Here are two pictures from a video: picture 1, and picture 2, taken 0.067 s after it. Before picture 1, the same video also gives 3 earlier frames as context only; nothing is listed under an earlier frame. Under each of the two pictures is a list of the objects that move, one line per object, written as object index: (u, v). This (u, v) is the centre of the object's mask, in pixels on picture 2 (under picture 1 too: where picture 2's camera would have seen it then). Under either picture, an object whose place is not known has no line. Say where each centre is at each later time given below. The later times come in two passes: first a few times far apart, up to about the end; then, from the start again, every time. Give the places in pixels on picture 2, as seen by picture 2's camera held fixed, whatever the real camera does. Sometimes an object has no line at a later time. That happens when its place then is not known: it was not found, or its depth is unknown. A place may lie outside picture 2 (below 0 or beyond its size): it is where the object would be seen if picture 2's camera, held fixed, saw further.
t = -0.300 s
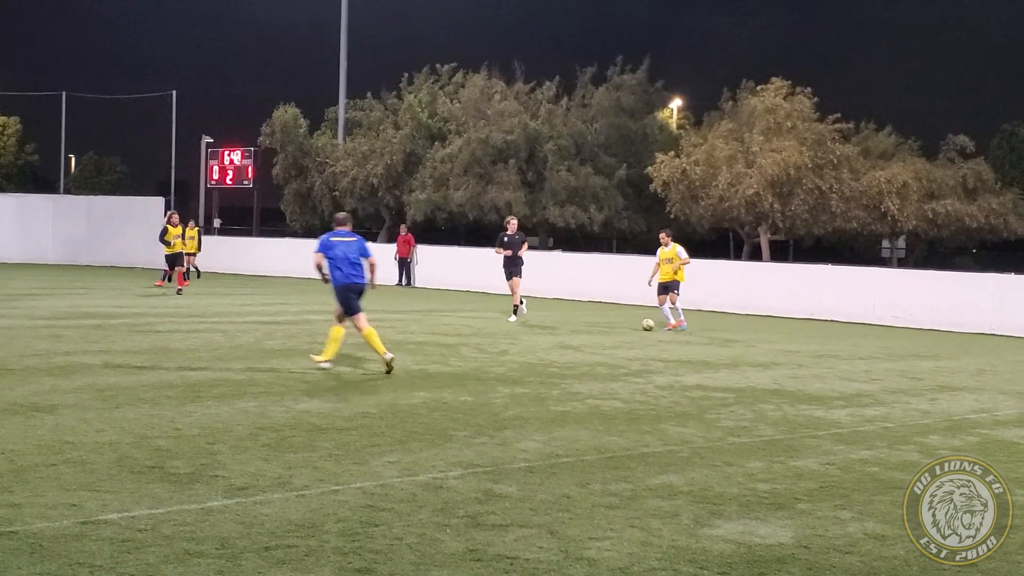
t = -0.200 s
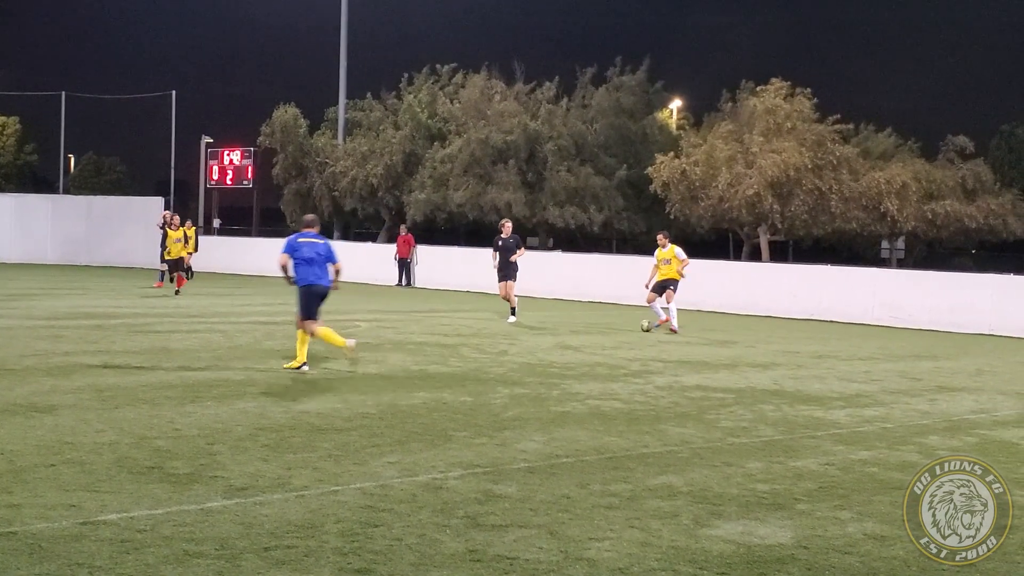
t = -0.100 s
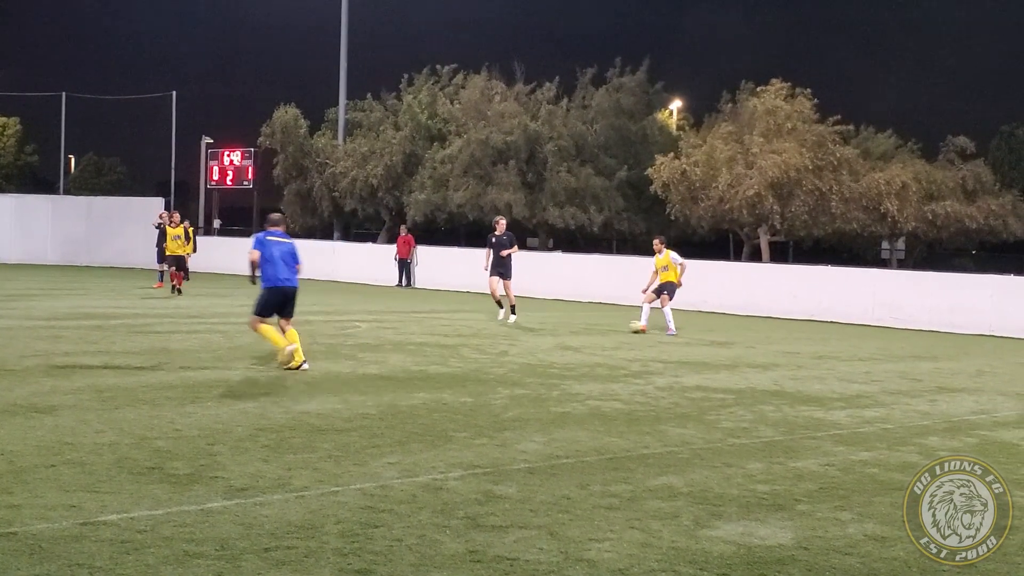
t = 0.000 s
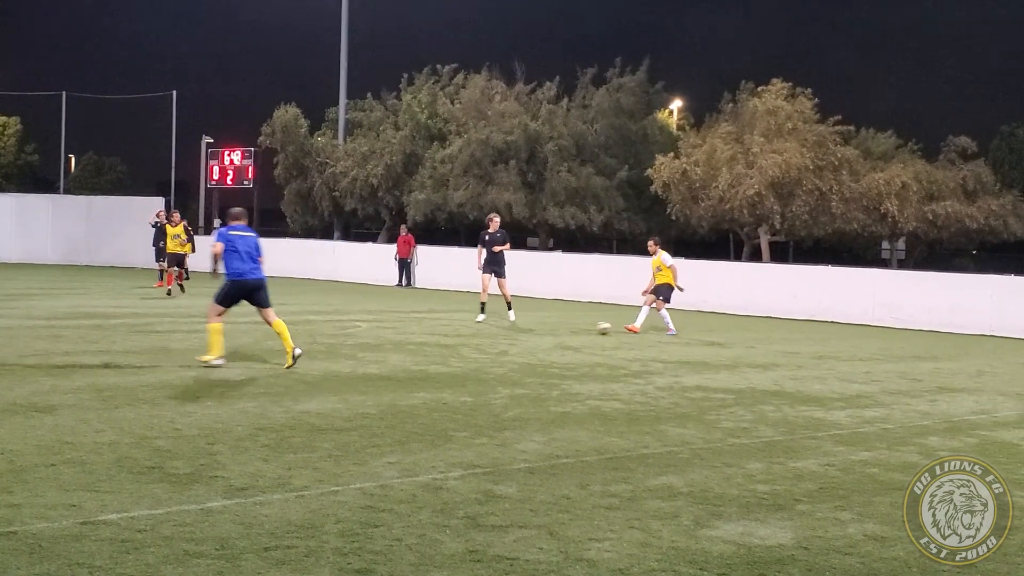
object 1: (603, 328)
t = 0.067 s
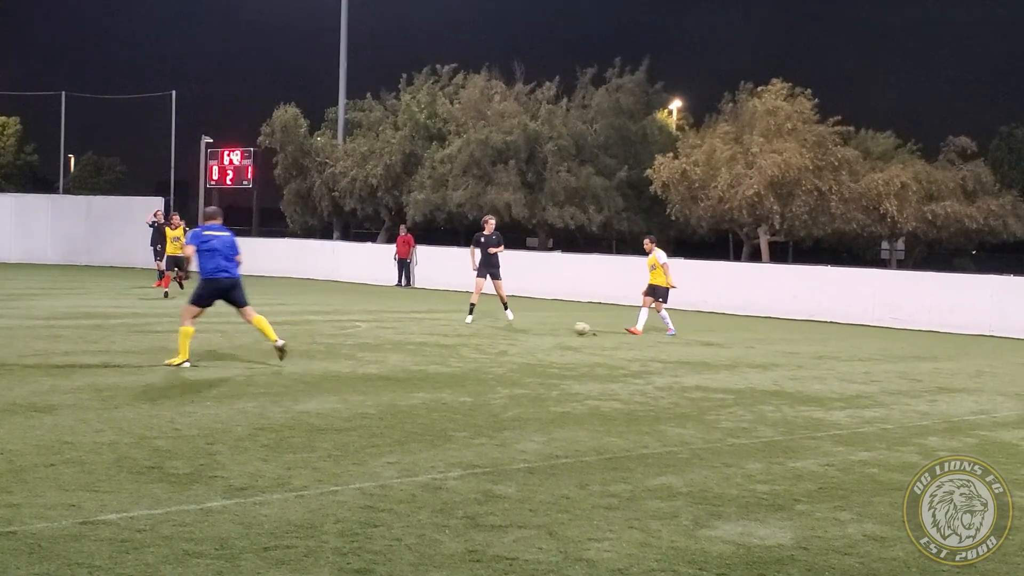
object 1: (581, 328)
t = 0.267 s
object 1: (518, 331)
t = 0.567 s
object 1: (424, 339)
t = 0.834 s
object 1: (346, 347)
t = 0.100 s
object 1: (571, 328)
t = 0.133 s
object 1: (560, 329)
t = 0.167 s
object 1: (549, 331)
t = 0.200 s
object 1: (537, 333)
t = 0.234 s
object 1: (528, 332)
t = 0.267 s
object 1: (518, 331)
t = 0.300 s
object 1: (508, 331)
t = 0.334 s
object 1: (497, 331)
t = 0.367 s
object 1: (486, 332)
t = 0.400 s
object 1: (475, 335)
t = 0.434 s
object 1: (464, 339)
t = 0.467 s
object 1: (455, 338)
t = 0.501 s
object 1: (444, 337)
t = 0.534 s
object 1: (434, 338)
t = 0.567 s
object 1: (424, 339)
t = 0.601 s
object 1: (413, 341)
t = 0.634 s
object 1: (403, 343)
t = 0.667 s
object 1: (394, 342)
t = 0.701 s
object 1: (385, 341)
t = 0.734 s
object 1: (375, 342)
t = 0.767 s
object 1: (365, 343)
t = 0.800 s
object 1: (355, 347)
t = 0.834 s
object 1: (346, 347)
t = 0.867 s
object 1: (337, 346)
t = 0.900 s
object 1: (326, 346)
